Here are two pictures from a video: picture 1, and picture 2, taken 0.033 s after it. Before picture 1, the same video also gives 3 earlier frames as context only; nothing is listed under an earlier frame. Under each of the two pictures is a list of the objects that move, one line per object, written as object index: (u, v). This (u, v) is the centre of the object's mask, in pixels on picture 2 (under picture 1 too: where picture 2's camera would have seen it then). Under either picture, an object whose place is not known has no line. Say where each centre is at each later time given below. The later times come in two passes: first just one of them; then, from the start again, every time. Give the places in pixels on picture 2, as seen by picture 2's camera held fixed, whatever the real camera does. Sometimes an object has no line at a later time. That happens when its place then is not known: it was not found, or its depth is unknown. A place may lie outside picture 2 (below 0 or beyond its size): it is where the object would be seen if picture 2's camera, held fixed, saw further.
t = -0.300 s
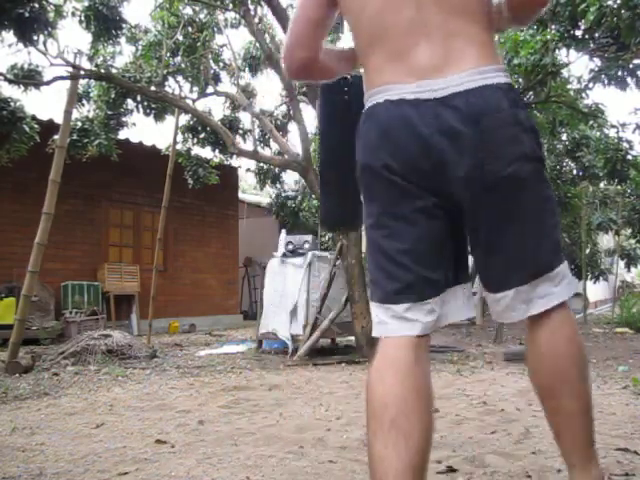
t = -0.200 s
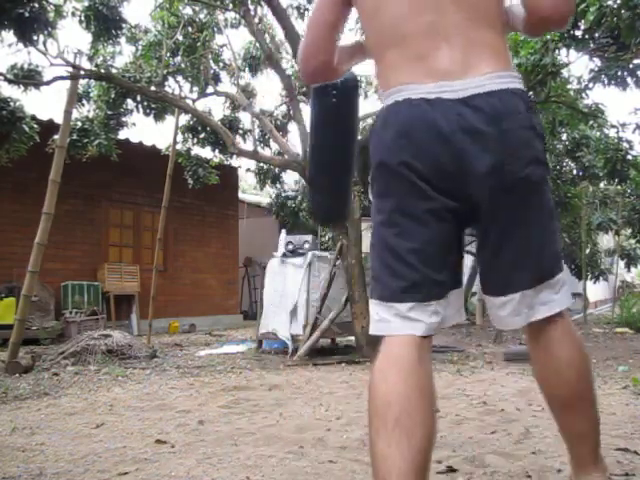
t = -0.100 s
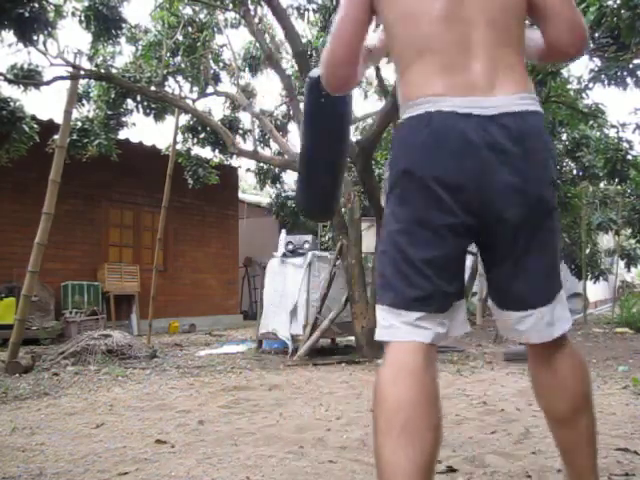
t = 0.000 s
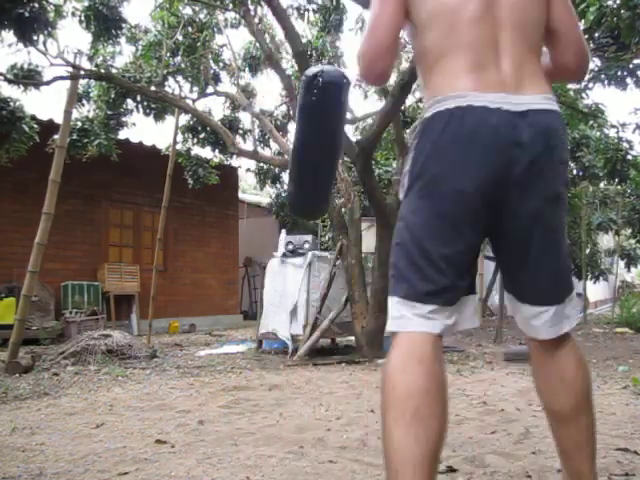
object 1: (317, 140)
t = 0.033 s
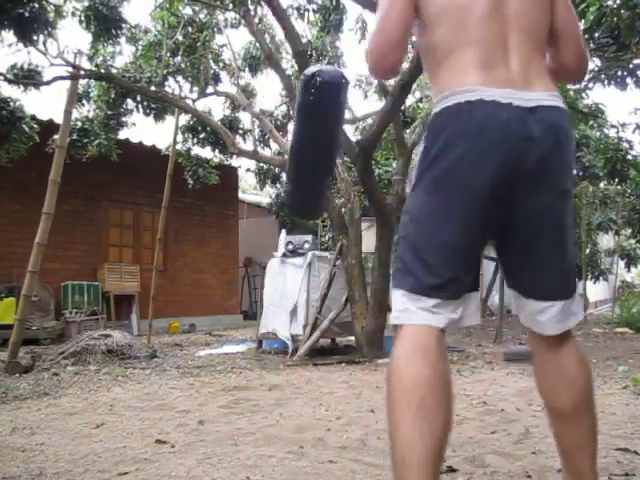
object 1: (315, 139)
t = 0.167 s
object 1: (307, 144)
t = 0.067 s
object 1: (313, 142)
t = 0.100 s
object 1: (310, 143)
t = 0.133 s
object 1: (309, 144)
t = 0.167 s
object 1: (307, 144)
